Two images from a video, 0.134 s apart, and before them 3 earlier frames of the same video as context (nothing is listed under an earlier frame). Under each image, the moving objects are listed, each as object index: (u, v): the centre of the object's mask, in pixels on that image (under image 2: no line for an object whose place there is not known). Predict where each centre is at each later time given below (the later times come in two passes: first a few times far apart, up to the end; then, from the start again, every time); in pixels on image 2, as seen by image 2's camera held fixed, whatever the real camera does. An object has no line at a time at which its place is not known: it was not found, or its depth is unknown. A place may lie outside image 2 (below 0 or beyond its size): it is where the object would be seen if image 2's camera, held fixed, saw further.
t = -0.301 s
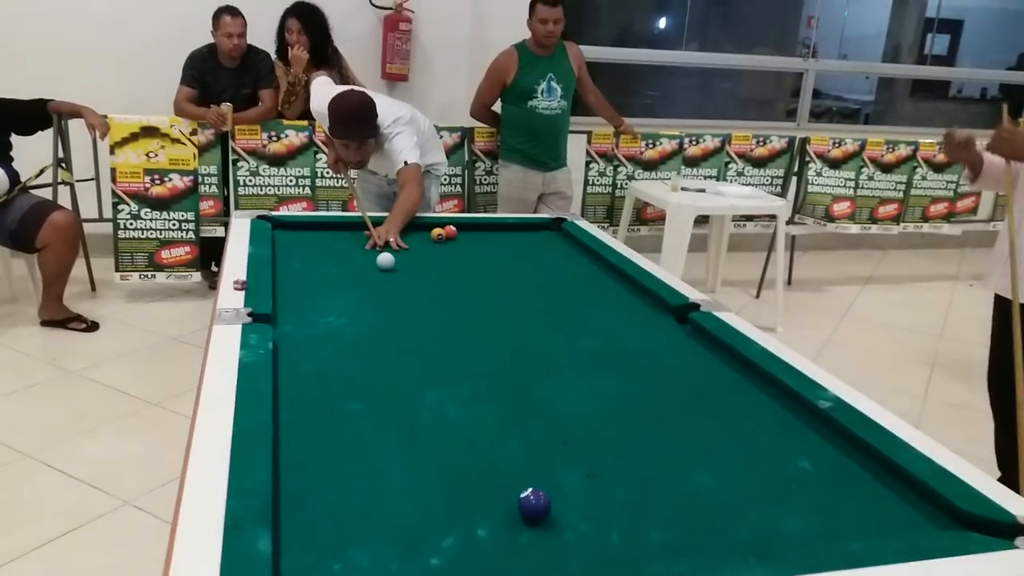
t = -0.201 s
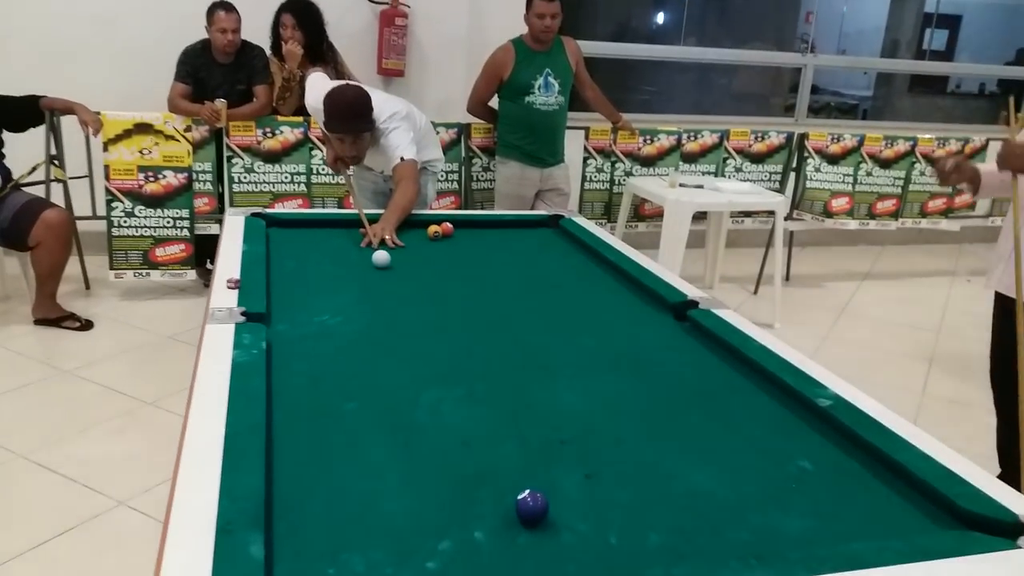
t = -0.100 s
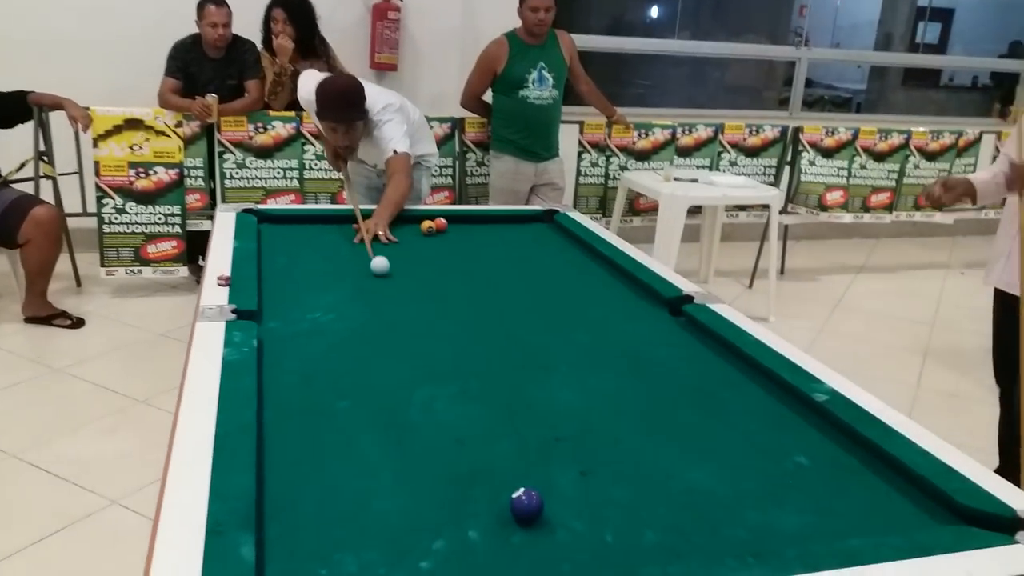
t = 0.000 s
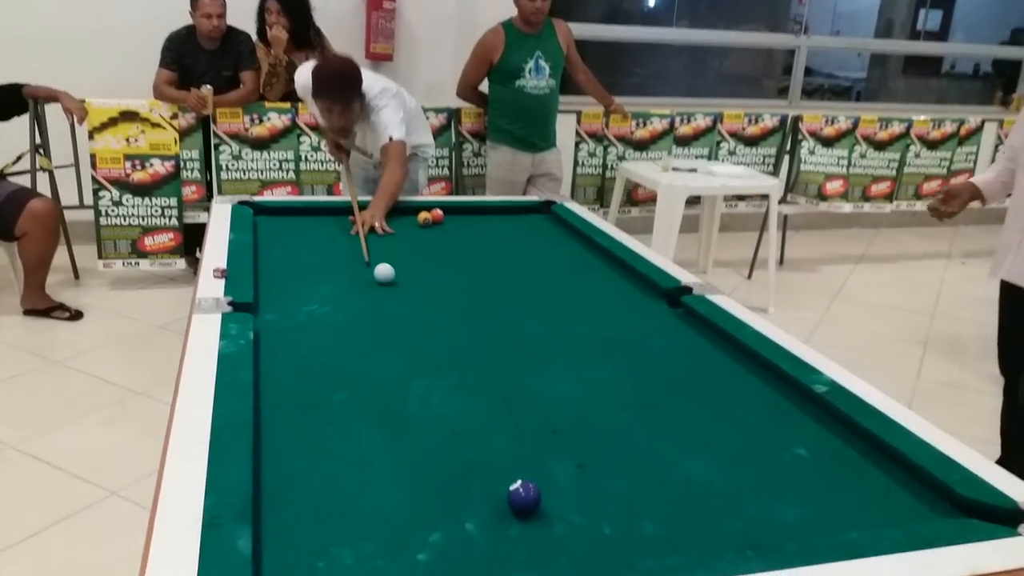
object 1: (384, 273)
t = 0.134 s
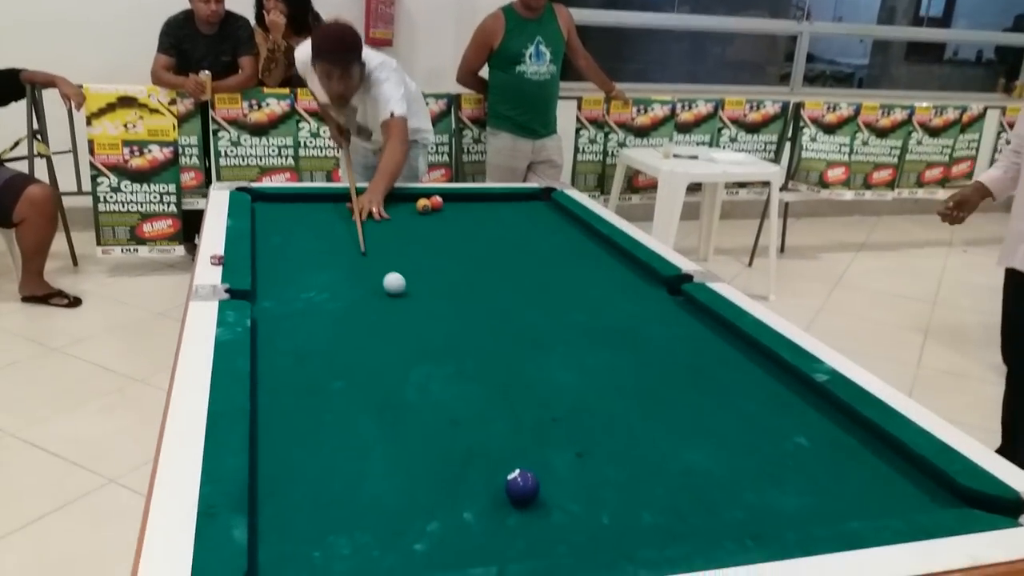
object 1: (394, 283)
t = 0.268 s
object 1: (407, 311)
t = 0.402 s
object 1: (424, 342)
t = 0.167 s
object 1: (397, 290)
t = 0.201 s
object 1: (401, 296)
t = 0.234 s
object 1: (404, 303)
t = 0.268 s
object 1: (407, 311)
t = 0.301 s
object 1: (411, 318)
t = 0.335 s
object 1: (415, 326)
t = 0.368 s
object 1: (419, 334)
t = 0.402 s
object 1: (424, 342)
